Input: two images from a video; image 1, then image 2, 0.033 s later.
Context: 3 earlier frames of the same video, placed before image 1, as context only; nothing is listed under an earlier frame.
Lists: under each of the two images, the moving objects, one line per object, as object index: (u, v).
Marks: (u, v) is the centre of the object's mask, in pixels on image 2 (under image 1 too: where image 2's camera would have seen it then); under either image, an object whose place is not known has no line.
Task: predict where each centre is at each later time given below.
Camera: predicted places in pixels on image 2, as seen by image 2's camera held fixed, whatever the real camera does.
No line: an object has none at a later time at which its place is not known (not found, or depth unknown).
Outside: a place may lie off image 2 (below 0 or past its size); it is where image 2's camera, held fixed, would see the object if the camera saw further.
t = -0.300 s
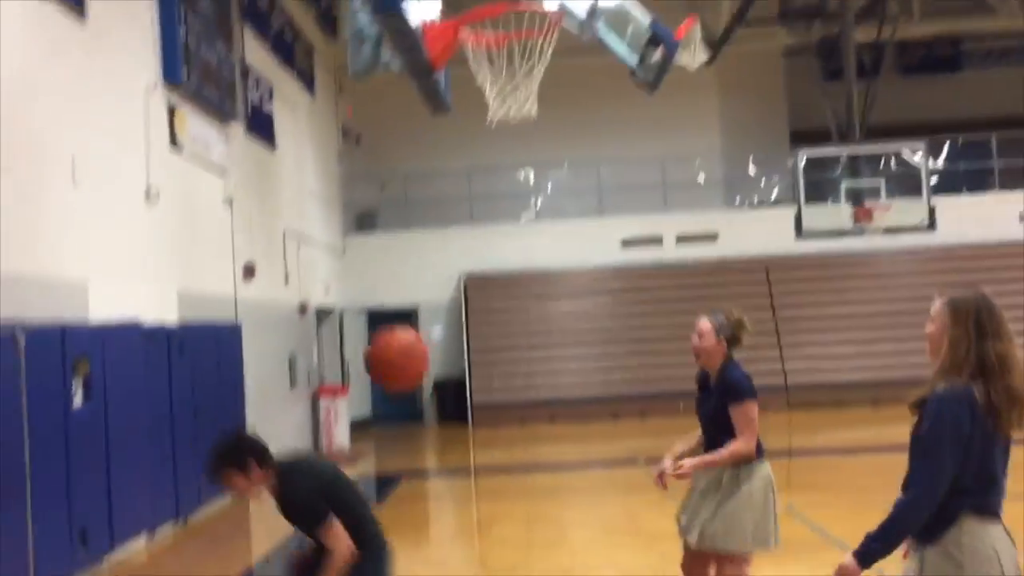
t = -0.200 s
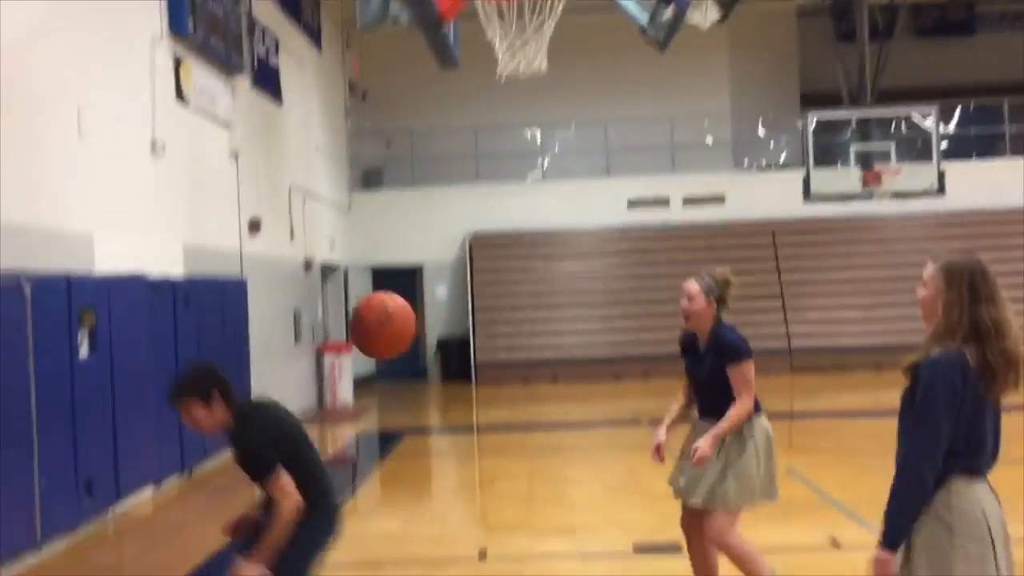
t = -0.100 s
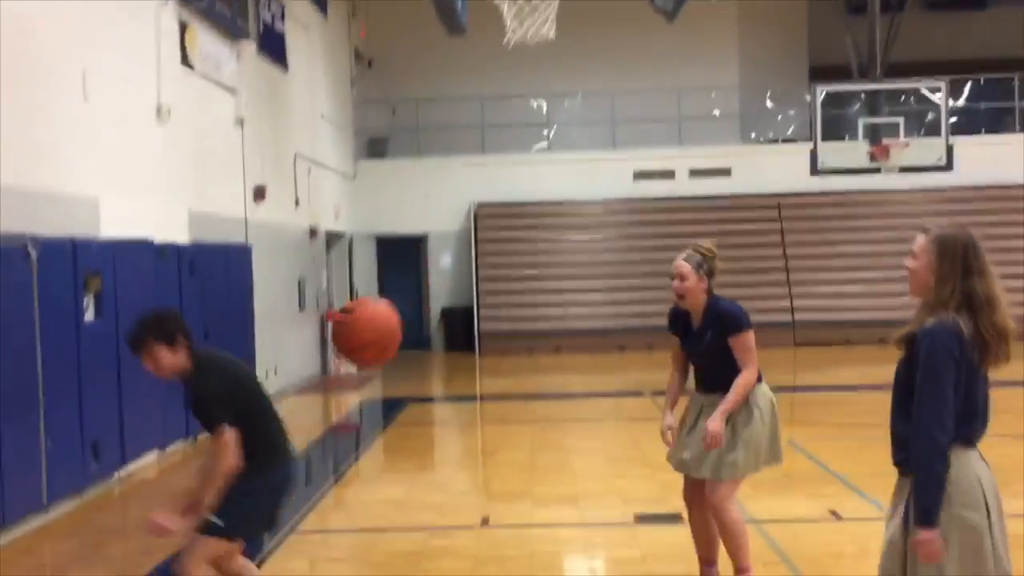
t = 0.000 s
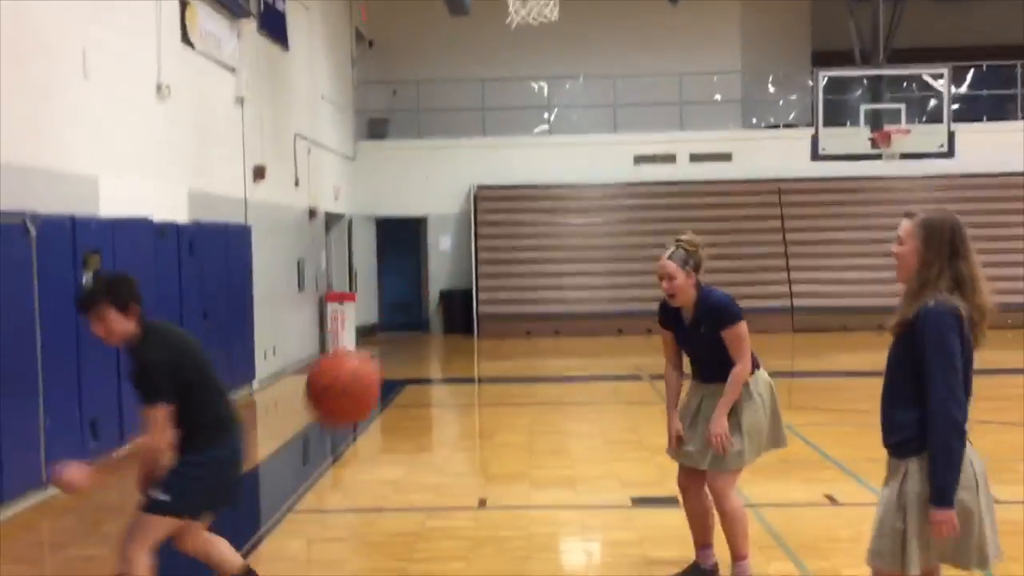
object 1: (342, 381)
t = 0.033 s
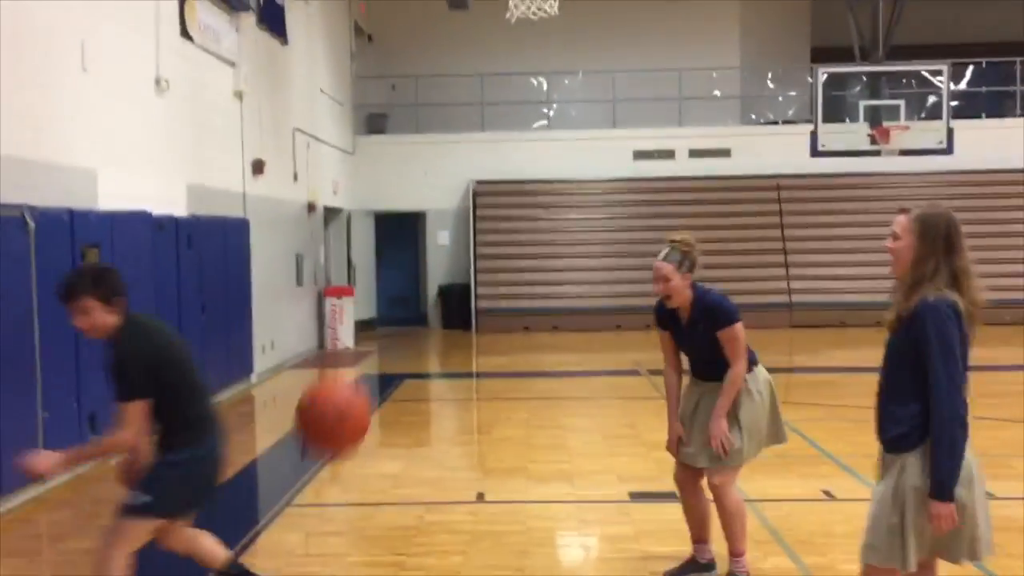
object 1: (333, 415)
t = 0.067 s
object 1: (325, 451)
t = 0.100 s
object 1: (315, 496)
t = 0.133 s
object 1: (305, 546)
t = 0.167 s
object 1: (296, 585)
